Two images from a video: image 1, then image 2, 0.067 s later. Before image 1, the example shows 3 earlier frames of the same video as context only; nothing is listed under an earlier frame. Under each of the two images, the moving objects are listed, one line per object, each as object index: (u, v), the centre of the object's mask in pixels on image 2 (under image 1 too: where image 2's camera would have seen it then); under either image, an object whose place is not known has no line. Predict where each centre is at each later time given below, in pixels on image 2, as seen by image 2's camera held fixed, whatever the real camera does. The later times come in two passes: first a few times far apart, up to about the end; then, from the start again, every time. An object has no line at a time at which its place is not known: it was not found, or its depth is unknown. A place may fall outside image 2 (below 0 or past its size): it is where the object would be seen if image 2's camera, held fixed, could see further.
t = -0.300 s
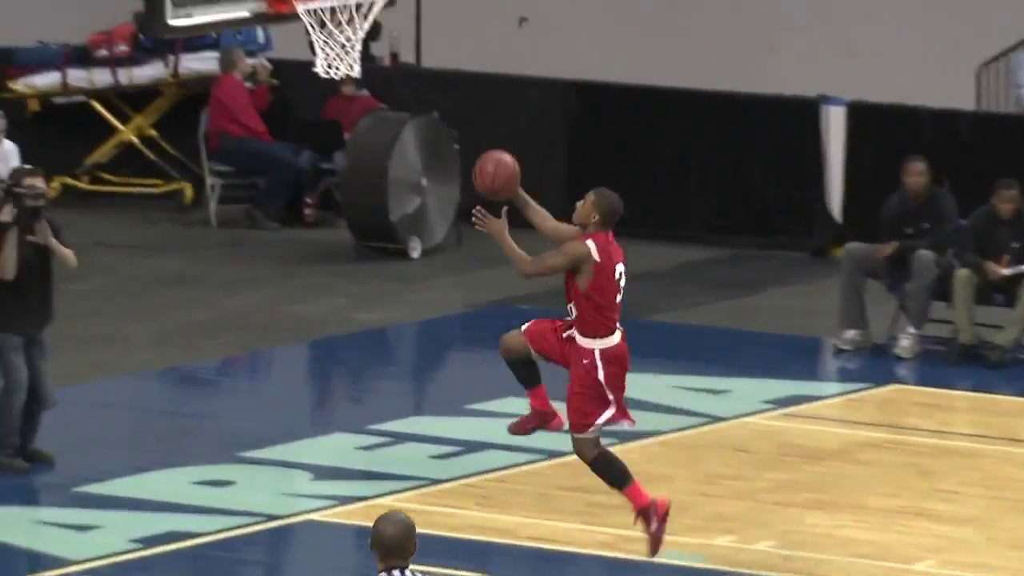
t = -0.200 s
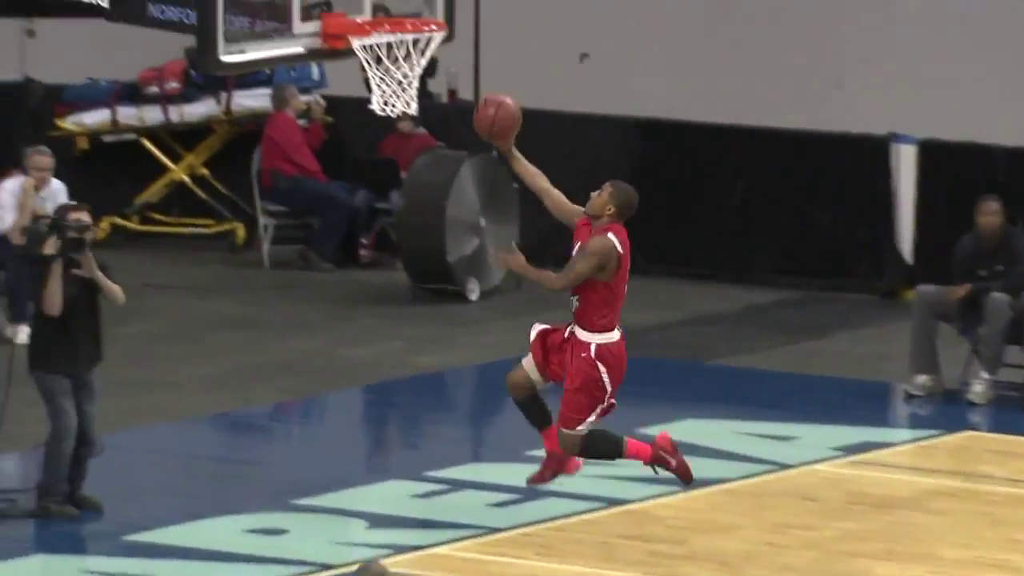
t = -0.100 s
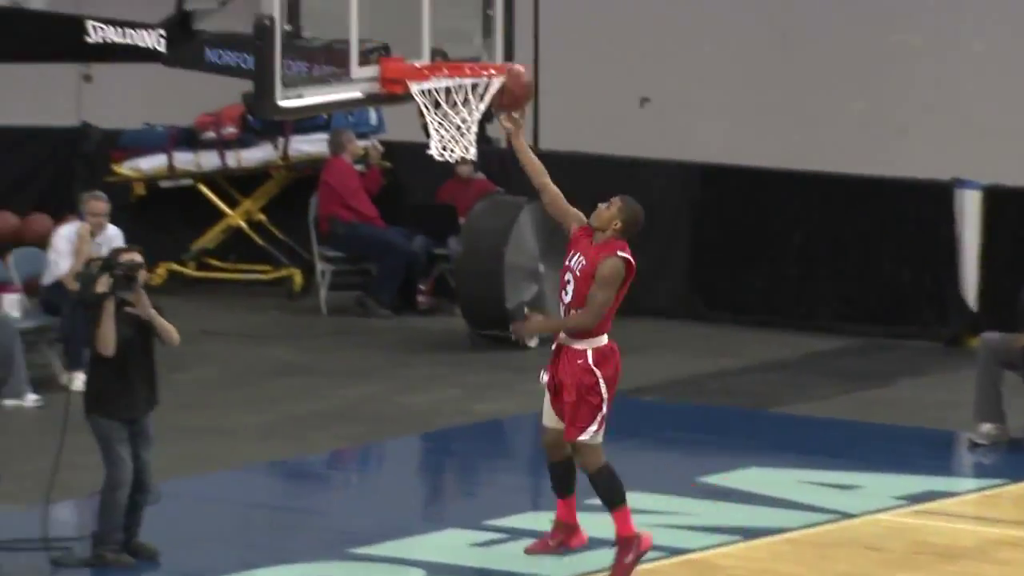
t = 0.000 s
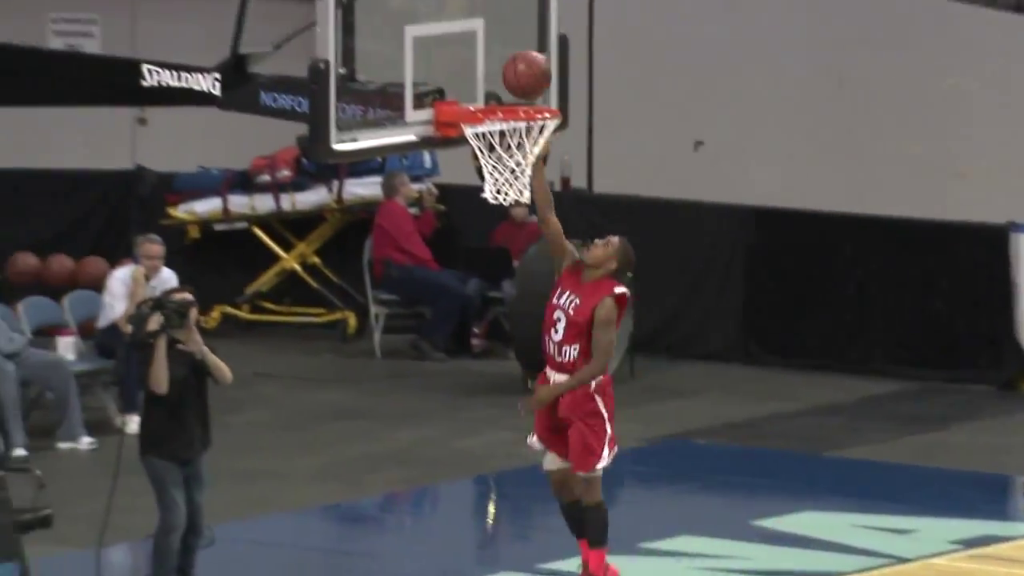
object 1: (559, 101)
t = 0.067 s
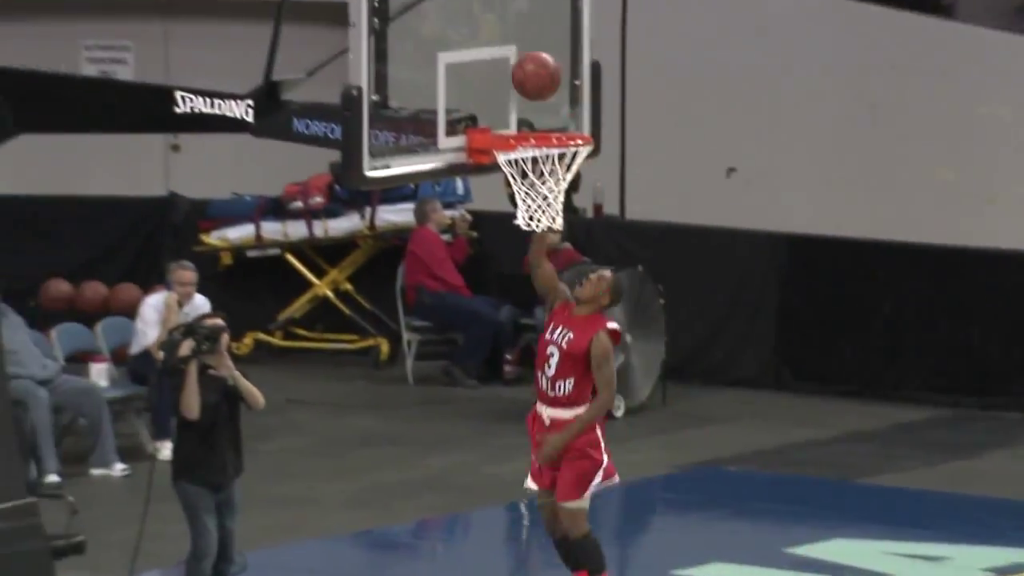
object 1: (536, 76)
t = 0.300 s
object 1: (546, 68)
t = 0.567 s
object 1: (536, 157)
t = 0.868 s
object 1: (543, 197)
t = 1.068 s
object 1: (554, 242)
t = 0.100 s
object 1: (530, 67)
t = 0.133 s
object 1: (532, 62)
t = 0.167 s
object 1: (536, 59)
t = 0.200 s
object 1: (538, 57)
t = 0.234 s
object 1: (541, 58)
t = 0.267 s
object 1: (543, 62)
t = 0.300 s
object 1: (546, 68)
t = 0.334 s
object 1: (549, 76)
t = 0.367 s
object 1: (552, 86)
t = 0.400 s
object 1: (555, 98)
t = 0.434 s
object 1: (557, 112)
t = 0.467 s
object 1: (560, 126)
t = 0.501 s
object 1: (554, 130)
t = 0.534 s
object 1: (546, 145)
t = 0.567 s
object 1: (536, 157)
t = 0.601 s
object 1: (531, 166)
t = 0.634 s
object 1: (525, 165)
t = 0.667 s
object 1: (524, 162)
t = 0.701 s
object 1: (520, 163)
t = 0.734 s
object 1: (528, 166)
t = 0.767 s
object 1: (531, 172)
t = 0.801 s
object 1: (536, 178)
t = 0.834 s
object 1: (541, 184)
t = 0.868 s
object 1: (543, 197)
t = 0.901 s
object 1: (548, 194)
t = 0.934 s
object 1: (551, 210)
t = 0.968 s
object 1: (553, 216)
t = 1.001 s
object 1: (554, 232)
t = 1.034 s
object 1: (554, 236)
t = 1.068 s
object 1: (554, 242)
